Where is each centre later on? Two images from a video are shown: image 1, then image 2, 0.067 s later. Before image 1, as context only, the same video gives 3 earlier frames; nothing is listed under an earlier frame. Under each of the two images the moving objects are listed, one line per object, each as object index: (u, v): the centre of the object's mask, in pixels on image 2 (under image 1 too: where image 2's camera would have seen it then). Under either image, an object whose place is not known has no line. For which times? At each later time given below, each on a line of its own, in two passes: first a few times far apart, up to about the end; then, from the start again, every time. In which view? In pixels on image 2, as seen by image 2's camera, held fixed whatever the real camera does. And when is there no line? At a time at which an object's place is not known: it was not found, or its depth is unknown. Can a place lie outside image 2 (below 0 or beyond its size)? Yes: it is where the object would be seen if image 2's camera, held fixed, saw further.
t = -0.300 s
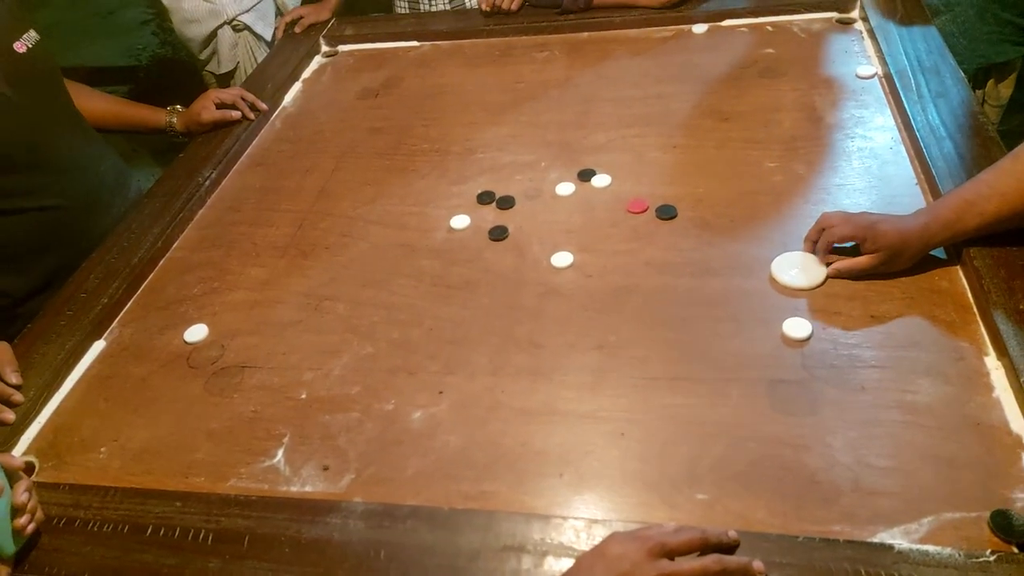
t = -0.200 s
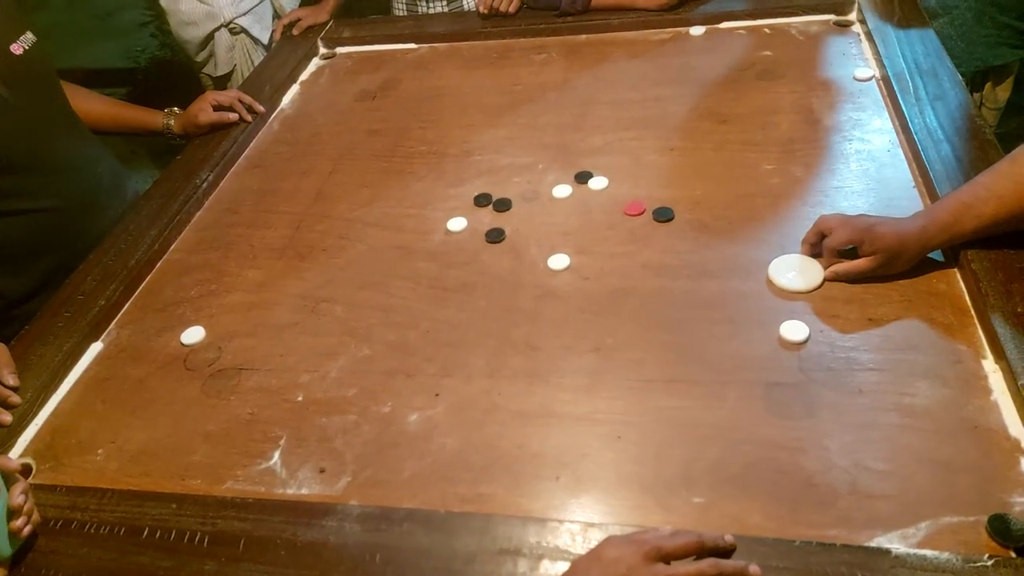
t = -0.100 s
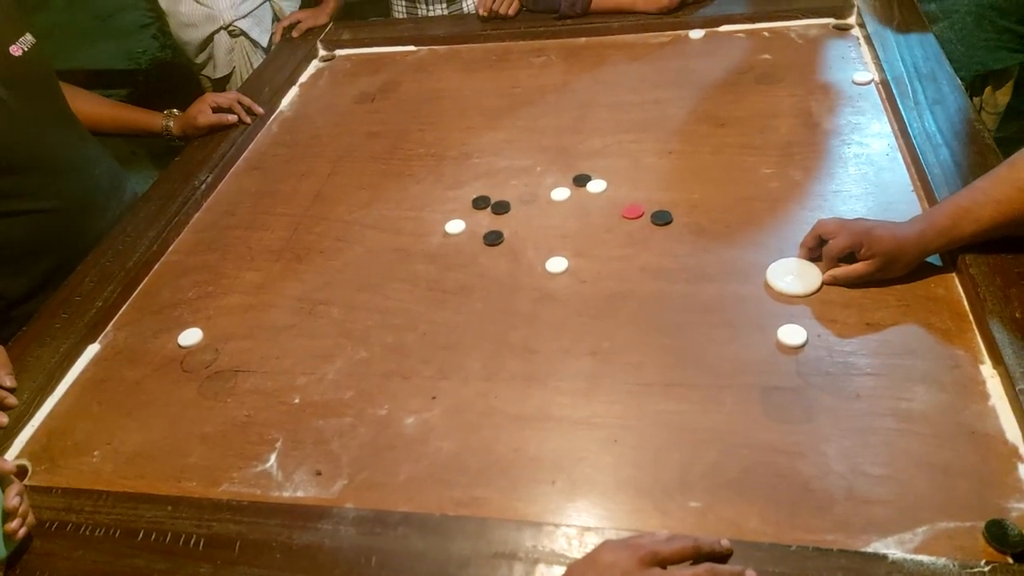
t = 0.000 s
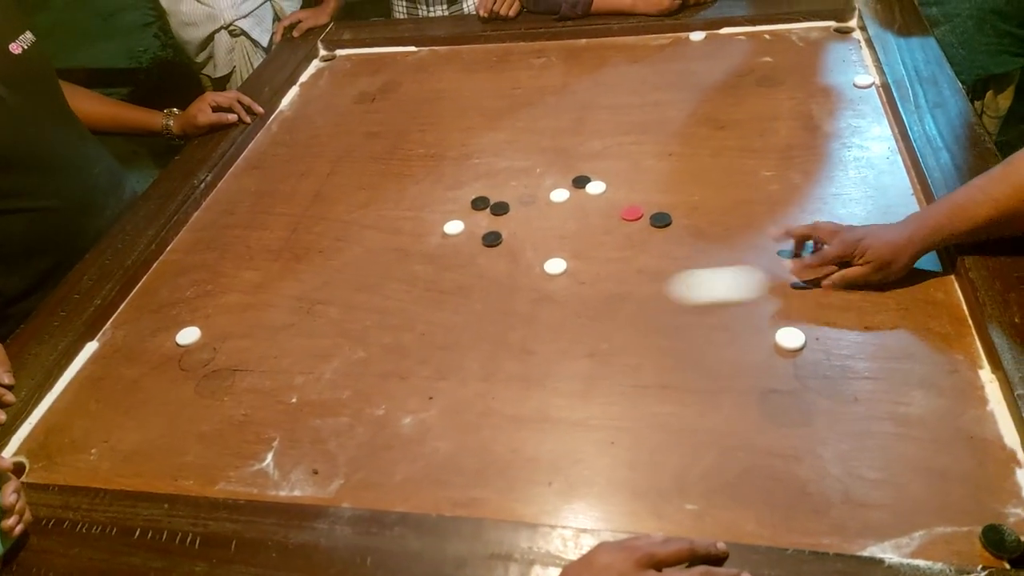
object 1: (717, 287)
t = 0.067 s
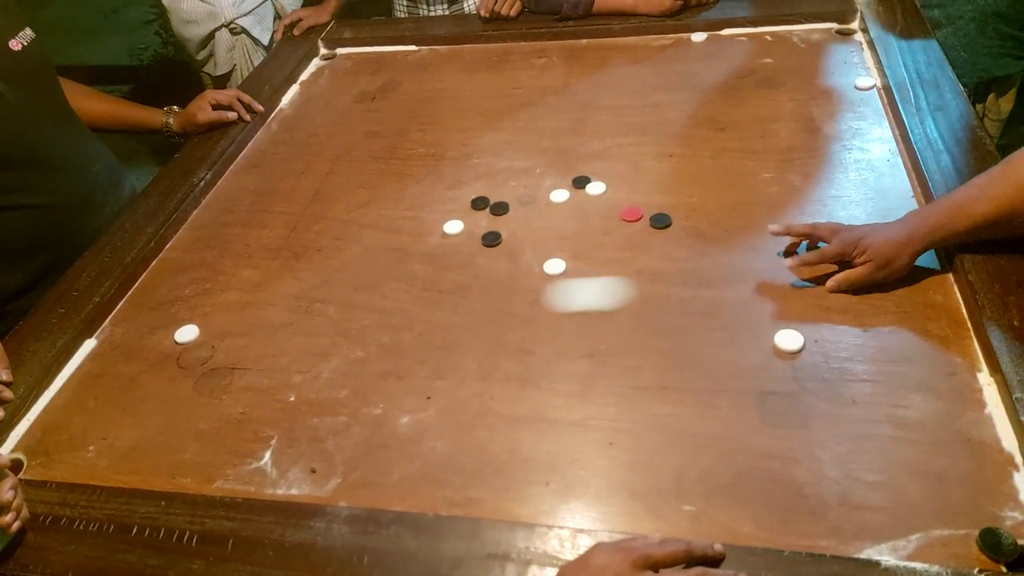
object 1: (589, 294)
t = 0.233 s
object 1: (319, 311)
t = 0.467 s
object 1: (172, 314)
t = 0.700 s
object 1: (291, 321)
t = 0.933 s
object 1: (356, 324)
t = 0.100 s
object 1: (530, 298)
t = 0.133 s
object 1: (473, 302)
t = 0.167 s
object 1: (420, 305)
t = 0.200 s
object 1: (369, 308)
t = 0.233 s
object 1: (319, 311)
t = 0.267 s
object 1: (272, 314)
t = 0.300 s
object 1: (229, 316)
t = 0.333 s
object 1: (191, 315)
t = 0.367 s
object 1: (160, 313)
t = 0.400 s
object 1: (136, 312)
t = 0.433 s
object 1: (152, 313)
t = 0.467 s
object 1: (172, 314)
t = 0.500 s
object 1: (193, 315)
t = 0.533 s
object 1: (212, 316)
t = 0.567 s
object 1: (229, 317)
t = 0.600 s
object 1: (247, 318)
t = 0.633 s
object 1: (263, 319)
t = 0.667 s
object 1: (277, 320)
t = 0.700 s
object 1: (291, 321)
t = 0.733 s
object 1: (303, 321)
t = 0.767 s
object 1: (315, 322)
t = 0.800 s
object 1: (326, 322)
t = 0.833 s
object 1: (335, 323)
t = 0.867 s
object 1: (343, 323)
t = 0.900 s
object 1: (350, 323)
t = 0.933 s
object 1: (356, 324)
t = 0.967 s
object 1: (360, 324)
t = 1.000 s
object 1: (363, 324)
